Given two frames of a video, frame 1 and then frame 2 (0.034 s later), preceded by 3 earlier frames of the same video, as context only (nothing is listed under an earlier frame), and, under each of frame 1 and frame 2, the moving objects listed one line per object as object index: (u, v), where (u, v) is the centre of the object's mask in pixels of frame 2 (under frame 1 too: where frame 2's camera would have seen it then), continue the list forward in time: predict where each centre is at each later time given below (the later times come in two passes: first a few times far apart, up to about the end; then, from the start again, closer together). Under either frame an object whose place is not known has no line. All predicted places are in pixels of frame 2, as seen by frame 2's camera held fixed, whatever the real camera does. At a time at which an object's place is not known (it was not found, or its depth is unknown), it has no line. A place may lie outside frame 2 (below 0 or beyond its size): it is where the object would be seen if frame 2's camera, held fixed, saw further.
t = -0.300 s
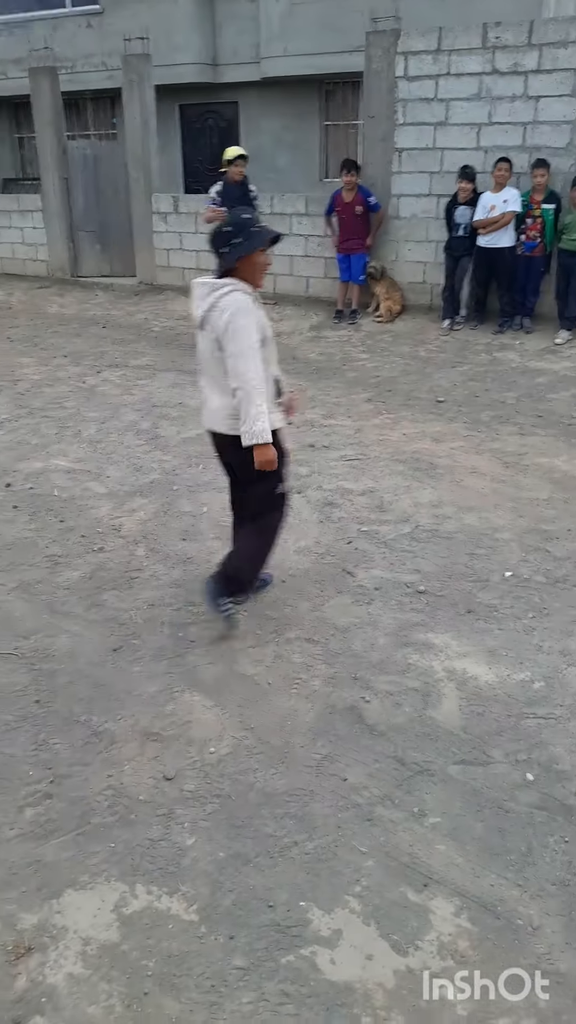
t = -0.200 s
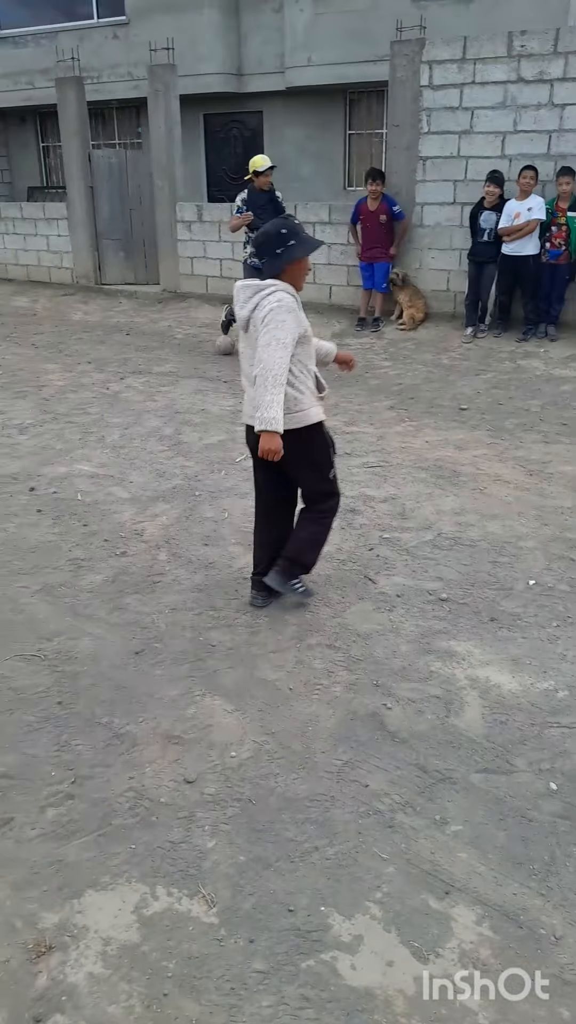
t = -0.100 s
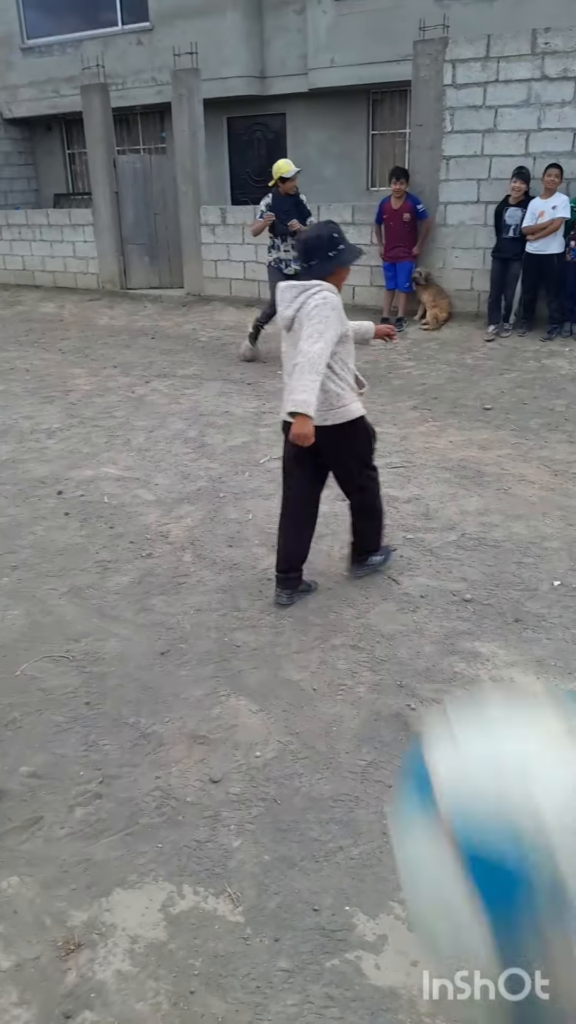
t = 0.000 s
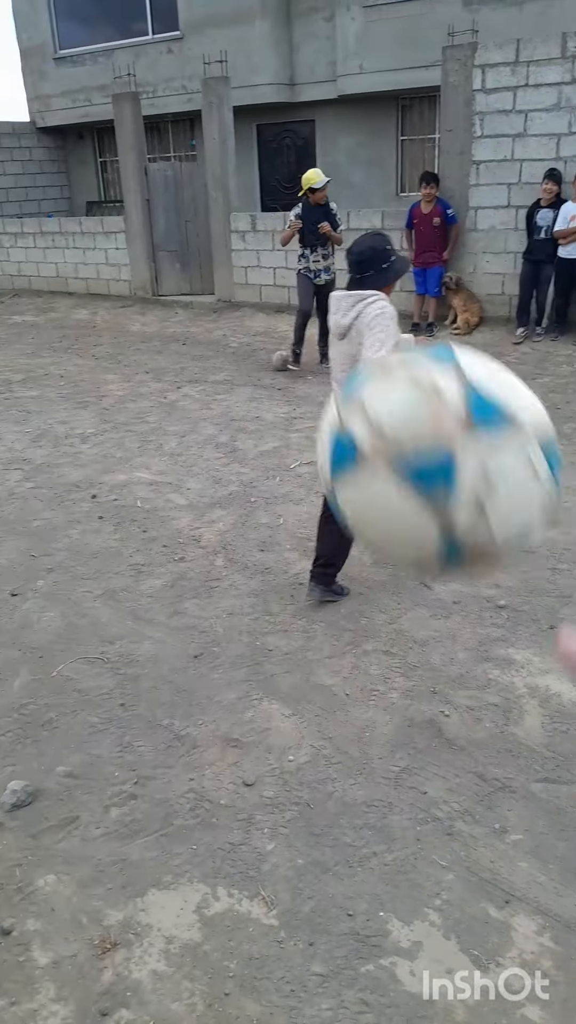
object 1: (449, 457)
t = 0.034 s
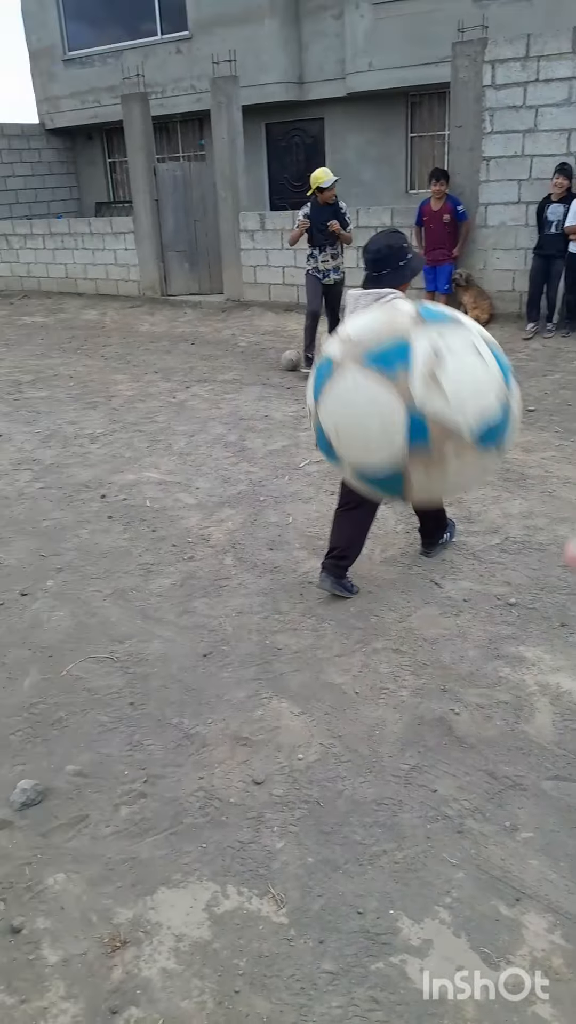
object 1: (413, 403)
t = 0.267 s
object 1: (308, 390)
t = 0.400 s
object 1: (289, 474)
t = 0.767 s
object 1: (277, 426)
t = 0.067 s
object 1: (386, 372)
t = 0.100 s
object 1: (364, 355)
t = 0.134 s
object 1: (347, 350)
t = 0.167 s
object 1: (334, 353)
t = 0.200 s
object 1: (324, 361)
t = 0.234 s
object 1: (315, 375)
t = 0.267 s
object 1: (308, 390)
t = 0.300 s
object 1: (302, 408)
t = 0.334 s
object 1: (296, 430)
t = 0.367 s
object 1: (292, 451)
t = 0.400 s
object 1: (289, 474)
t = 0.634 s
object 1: (278, 527)
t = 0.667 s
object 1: (278, 498)
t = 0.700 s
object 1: (277, 470)
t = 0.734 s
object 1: (277, 447)
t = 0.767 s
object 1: (277, 426)
